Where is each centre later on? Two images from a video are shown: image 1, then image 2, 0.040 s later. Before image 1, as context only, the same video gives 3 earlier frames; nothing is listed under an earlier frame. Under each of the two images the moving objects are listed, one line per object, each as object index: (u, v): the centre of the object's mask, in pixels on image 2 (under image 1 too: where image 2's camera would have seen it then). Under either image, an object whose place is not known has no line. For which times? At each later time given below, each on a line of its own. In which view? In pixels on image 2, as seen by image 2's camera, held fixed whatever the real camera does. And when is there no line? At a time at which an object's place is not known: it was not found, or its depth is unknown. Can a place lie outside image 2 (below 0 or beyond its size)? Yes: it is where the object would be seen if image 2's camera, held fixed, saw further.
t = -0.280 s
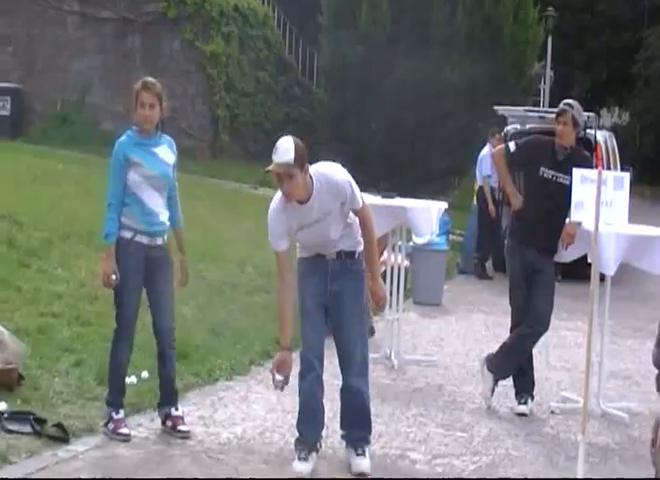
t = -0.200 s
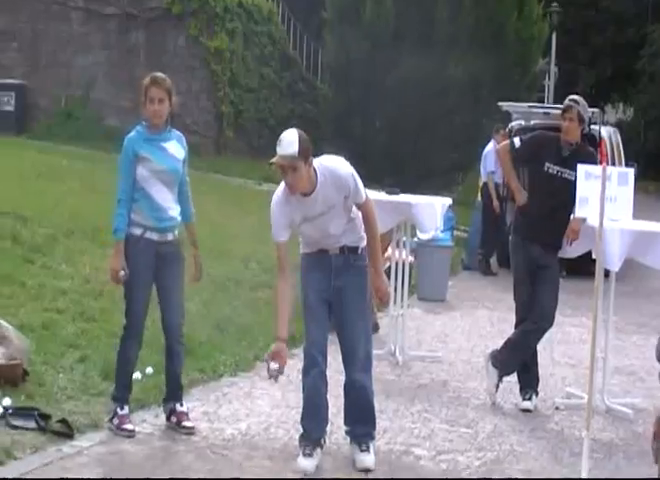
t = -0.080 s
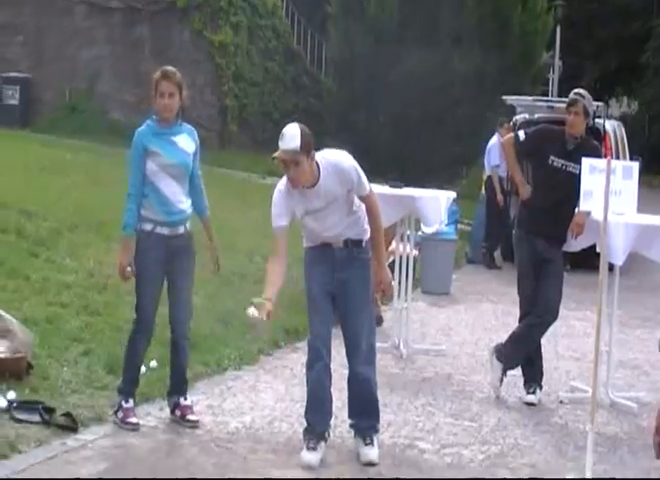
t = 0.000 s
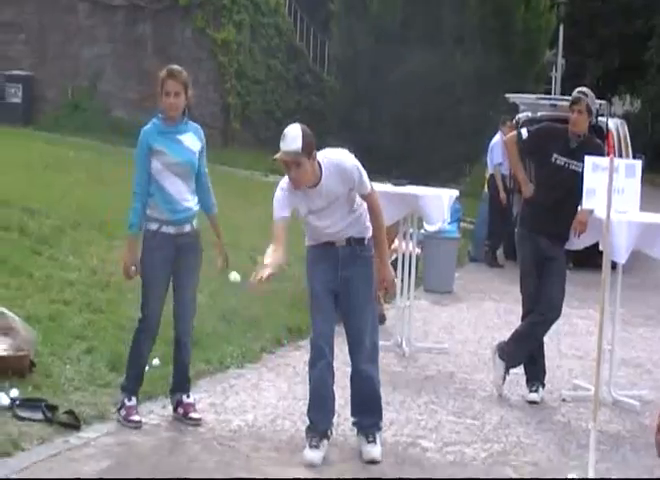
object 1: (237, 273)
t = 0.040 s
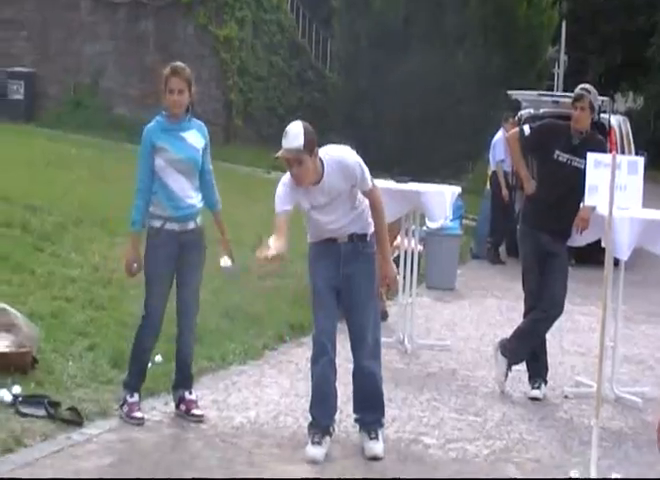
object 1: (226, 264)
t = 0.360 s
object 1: (110, 338)
